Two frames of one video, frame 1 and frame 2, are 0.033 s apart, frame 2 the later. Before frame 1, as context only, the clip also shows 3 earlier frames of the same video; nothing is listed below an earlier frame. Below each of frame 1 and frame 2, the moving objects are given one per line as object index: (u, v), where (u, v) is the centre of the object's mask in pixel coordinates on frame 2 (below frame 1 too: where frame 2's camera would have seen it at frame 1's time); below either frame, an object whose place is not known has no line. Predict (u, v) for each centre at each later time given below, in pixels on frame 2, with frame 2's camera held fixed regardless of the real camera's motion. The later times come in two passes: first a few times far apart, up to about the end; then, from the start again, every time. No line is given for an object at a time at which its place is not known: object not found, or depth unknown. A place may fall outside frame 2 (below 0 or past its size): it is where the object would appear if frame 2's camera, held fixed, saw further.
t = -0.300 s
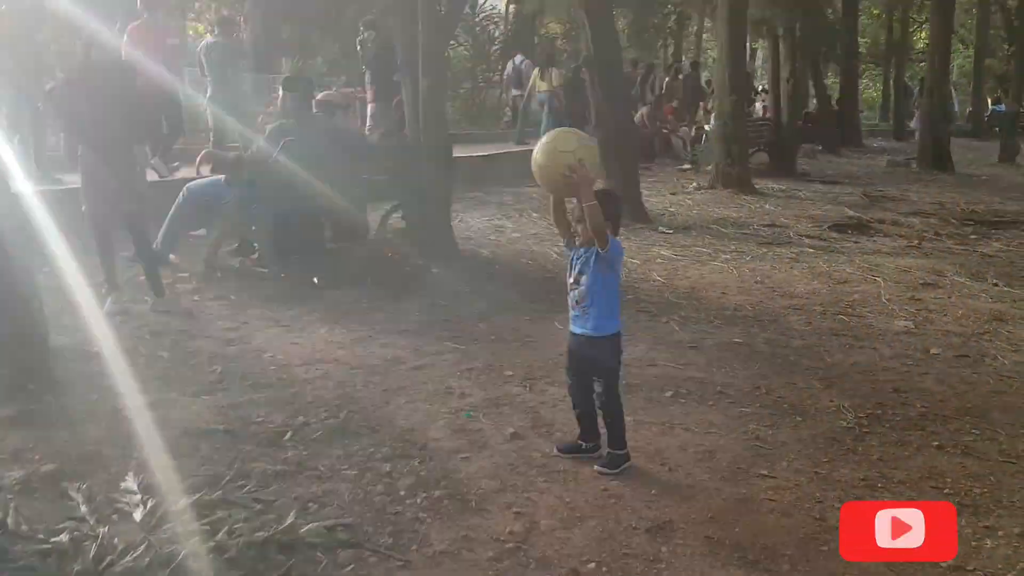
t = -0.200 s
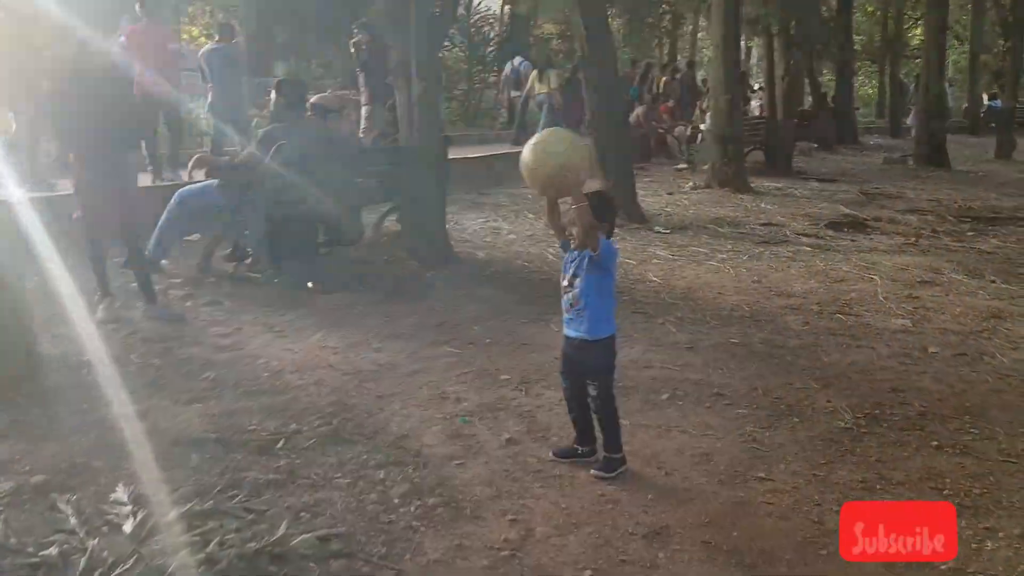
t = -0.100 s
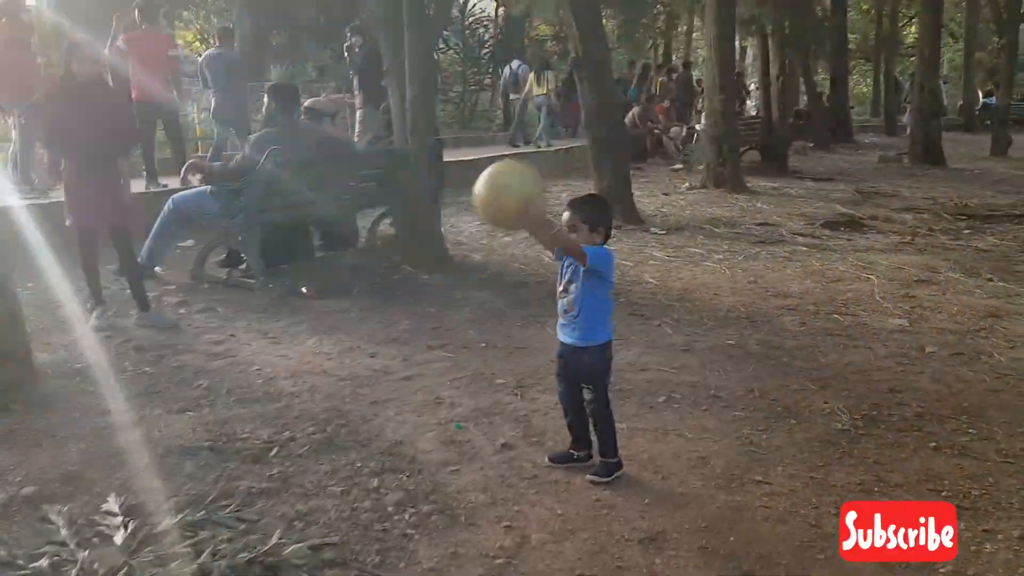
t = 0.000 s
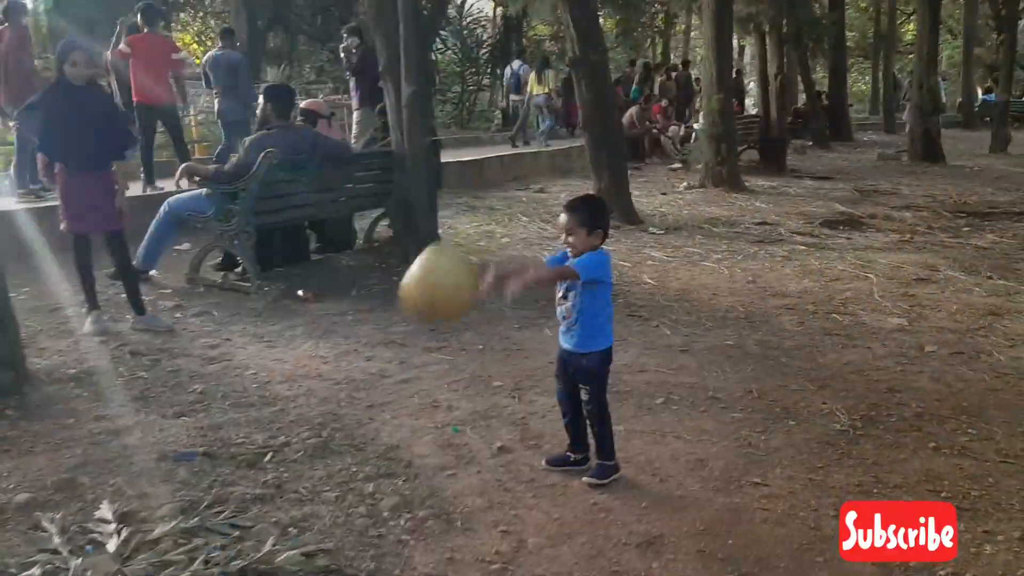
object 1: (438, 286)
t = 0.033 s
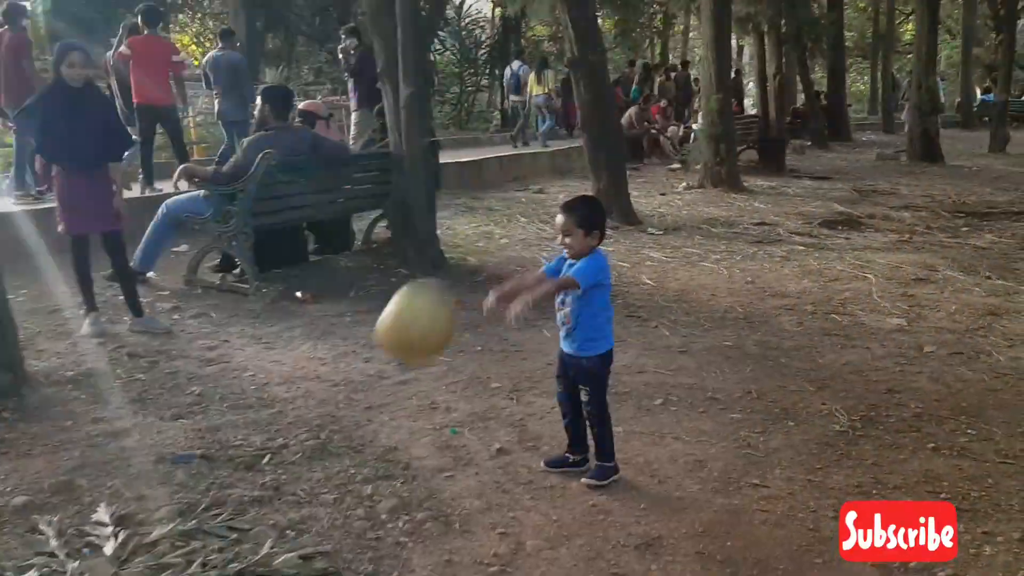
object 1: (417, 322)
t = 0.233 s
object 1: (351, 347)
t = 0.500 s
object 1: (370, 190)
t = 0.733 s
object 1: (396, 211)
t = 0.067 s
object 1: (393, 366)
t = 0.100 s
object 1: (371, 413)
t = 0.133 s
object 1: (350, 459)
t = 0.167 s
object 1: (348, 425)
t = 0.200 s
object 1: (350, 384)
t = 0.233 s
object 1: (351, 347)
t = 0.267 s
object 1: (352, 315)
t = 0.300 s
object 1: (354, 287)
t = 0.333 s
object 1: (356, 264)
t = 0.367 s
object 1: (358, 242)
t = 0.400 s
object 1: (362, 225)
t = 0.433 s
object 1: (365, 210)
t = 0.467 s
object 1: (368, 198)
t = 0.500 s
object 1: (370, 190)
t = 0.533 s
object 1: (374, 184)
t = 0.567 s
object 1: (377, 182)
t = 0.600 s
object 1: (381, 183)
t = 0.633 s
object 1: (385, 186)
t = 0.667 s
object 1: (389, 192)
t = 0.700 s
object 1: (392, 200)
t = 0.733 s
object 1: (396, 211)
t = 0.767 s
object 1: (400, 224)
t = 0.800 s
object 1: (403, 238)
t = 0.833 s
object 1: (408, 254)
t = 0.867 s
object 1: (413, 272)
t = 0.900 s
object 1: (418, 291)
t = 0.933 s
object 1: (422, 313)
